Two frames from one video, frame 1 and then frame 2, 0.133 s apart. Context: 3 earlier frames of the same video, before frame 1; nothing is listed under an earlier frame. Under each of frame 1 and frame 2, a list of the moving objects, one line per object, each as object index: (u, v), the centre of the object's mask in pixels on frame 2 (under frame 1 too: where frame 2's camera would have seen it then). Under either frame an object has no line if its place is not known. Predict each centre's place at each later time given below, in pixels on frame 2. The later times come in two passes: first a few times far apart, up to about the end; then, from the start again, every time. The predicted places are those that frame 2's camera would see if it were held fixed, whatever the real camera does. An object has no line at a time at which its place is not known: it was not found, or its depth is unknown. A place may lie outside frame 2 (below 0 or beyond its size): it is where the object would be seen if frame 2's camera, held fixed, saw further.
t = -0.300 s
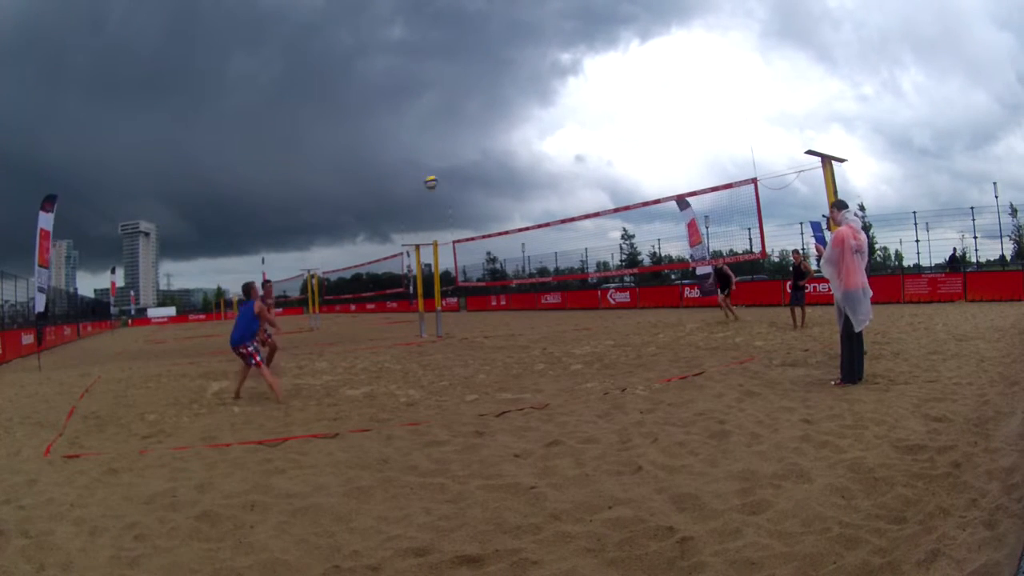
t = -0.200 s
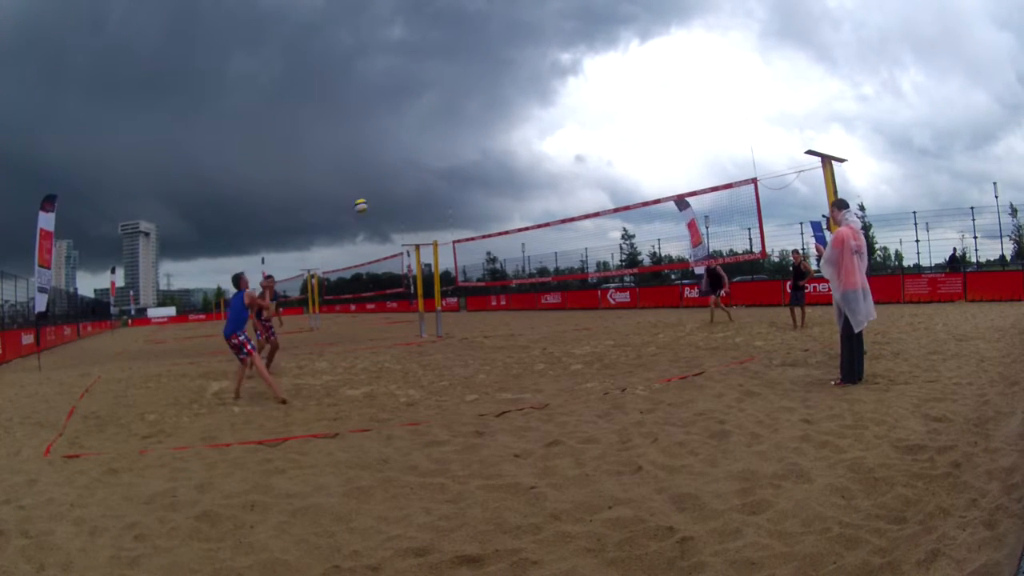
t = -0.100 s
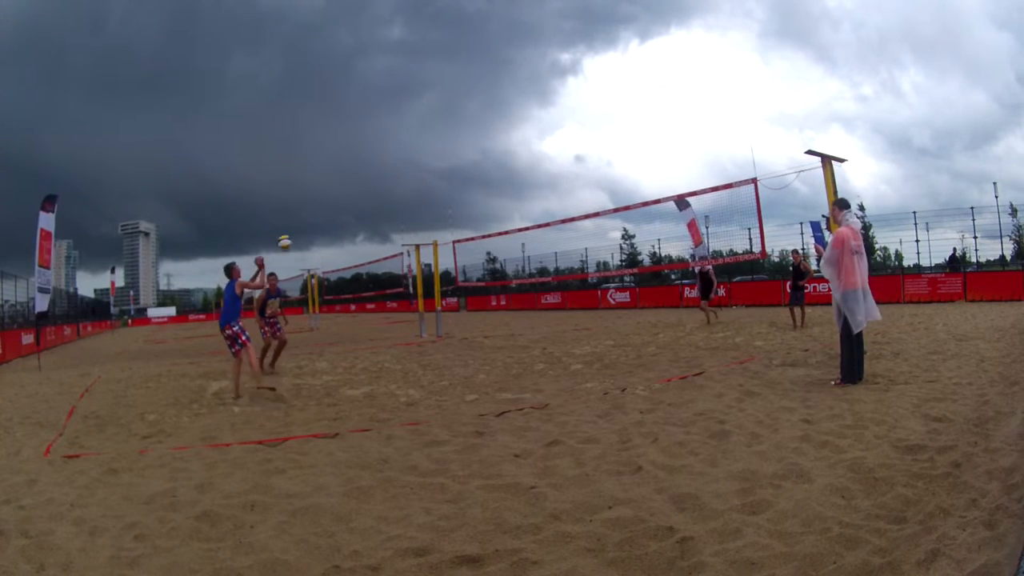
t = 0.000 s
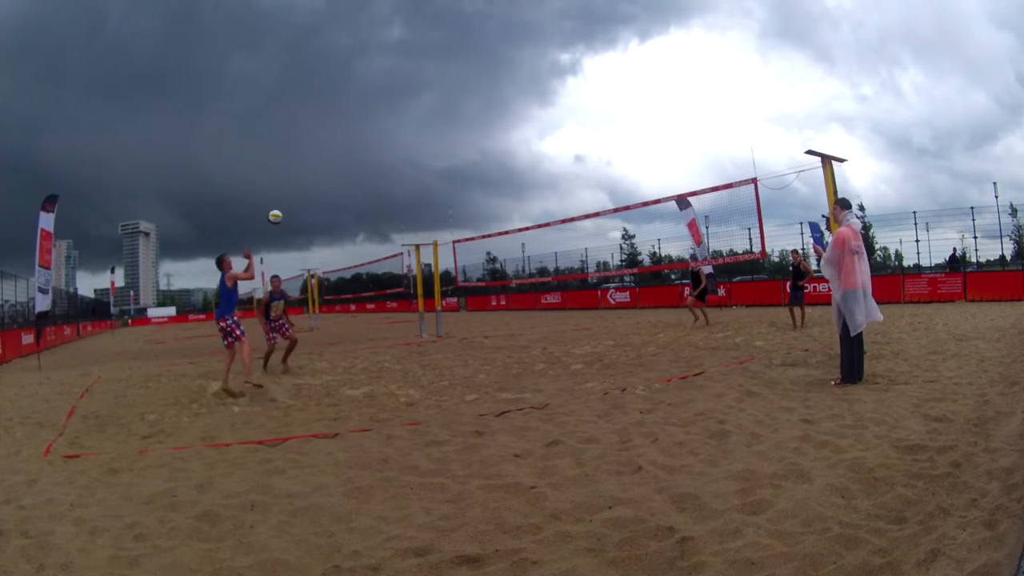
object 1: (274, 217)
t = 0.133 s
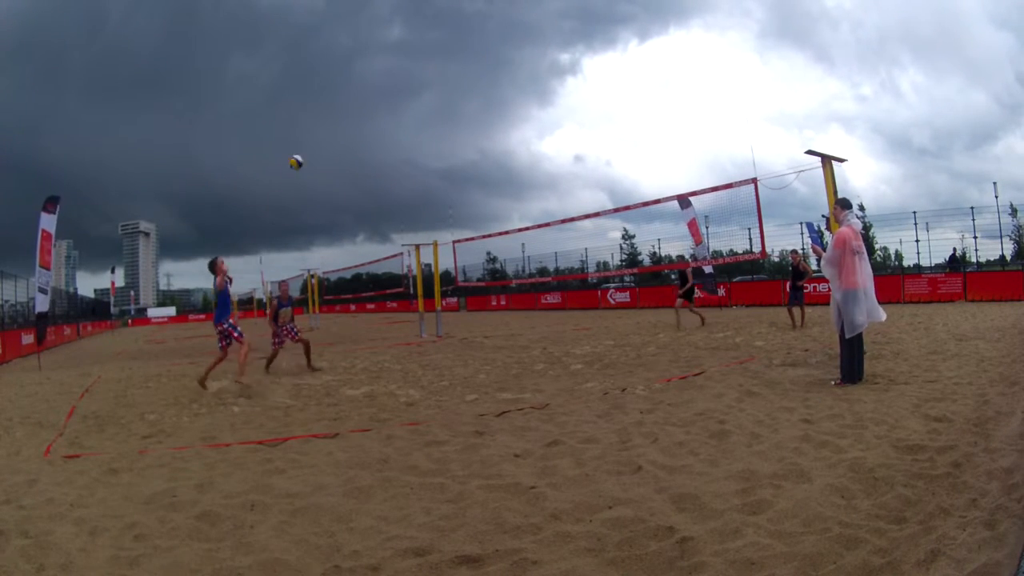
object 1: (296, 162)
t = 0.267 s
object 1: (315, 124)
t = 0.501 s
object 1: (345, 92)
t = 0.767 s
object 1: (375, 94)
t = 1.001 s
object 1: (396, 125)
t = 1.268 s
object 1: (419, 190)
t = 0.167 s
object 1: (301, 151)
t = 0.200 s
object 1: (306, 141)
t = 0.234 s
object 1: (311, 132)
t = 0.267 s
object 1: (315, 124)
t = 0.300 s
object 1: (320, 117)
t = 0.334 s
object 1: (324, 111)
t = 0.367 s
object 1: (329, 106)
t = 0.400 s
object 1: (333, 101)
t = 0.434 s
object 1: (337, 97)
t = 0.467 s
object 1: (341, 95)
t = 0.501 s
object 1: (345, 92)
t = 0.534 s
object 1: (349, 90)
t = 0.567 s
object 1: (353, 89)
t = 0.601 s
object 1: (357, 88)
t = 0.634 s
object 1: (361, 88)
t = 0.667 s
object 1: (364, 89)
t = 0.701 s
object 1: (368, 90)
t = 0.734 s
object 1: (371, 91)
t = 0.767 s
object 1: (375, 94)
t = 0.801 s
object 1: (378, 96)
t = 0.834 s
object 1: (381, 100)
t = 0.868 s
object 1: (384, 104)
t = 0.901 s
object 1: (387, 108)
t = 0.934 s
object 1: (391, 113)
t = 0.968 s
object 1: (393, 119)
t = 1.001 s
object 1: (396, 125)
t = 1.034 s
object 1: (399, 131)
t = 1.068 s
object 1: (402, 139)
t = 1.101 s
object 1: (404, 146)
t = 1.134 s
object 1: (408, 154)
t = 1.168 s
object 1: (411, 163)
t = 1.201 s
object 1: (414, 172)
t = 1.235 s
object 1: (416, 181)
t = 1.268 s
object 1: (419, 190)
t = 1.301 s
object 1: (423, 201)
